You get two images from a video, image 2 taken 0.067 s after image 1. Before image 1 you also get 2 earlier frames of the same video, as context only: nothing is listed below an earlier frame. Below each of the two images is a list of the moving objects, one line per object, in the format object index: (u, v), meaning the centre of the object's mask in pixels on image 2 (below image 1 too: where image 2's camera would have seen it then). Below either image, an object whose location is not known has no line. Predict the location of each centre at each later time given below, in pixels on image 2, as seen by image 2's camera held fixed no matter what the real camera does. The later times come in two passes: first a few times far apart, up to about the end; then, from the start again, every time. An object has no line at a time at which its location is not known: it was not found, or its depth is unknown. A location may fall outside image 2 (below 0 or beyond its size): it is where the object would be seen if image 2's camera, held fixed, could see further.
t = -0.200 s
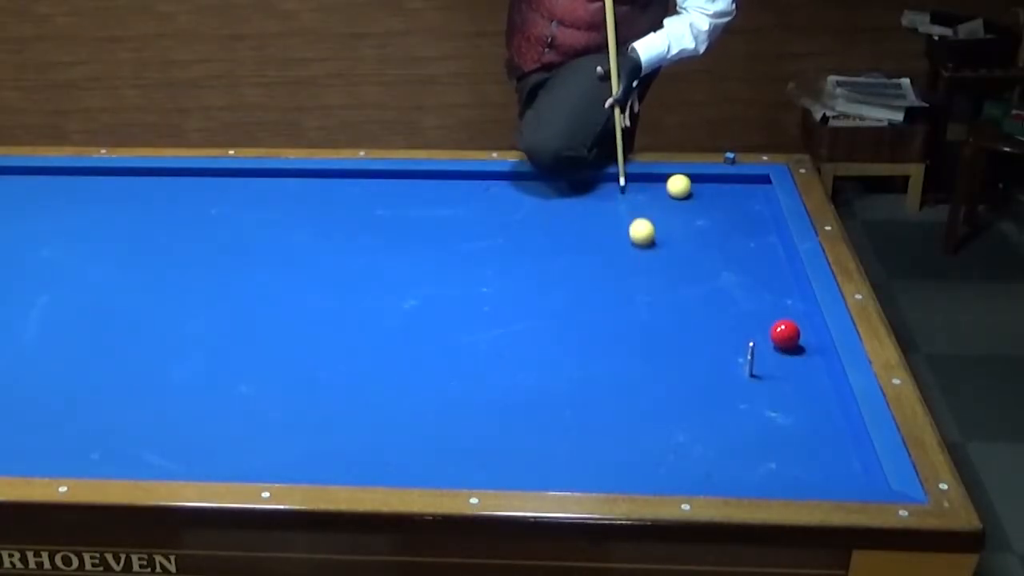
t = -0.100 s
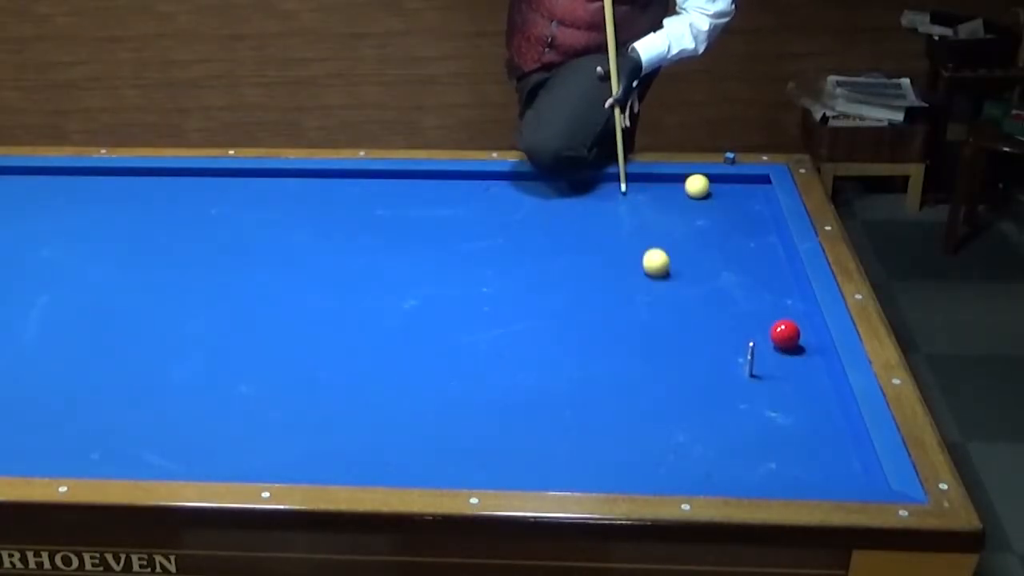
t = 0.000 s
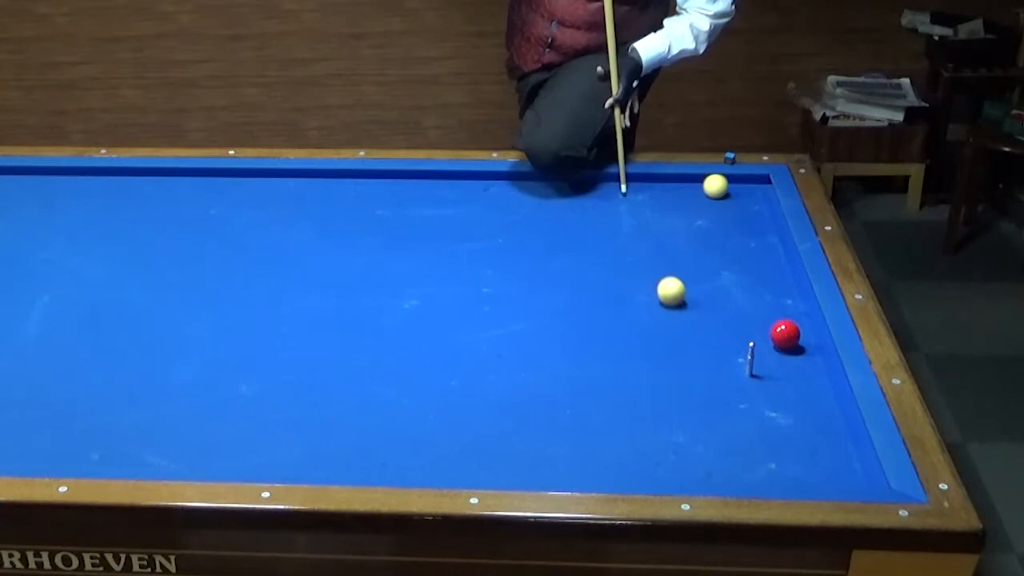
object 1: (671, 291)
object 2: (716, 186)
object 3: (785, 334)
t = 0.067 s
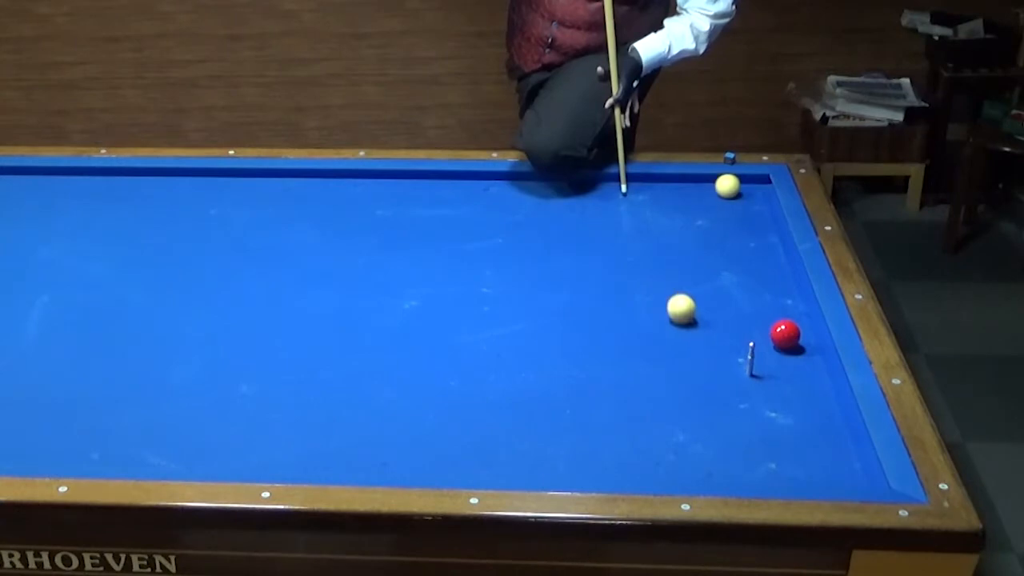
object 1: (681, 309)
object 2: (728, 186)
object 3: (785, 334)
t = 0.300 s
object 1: (718, 359)
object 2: (755, 186)
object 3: (785, 334)
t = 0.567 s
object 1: (756, 387)
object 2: (728, 185)
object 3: (785, 334)
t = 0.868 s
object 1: (789, 372)
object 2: (700, 184)
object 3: (785, 334)
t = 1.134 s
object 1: (813, 340)
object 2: (676, 184)
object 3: (771, 321)
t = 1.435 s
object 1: (766, 303)
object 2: (651, 184)
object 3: (739, 293)
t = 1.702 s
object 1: (743, 275)
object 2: (630, 184)
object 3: (703, 266)
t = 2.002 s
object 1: (720, 248)
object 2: (607, 183)
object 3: (666, 238)
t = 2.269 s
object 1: (702, 226)
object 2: (590, 182)
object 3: (637, 215)
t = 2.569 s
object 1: (683, 204)
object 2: (571, 181)
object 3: (607, 193)
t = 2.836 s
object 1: (667, 186)
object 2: (556, 181)
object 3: (585, 179)
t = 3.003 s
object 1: (658, 181)
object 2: (547, 181)
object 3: (577, 186)
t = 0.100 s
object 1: (686, 318)
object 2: (733, 186)
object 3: (785, 334)
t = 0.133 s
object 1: (691, 326)
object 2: (739, 186)
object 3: (785, 334)
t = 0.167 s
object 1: (697, 333)
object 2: (745, 186)
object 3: (785, 334)
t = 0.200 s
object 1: (702, 340)
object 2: (751, 186)
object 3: (785, 334)
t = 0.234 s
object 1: (707, 347)
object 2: (757, 186)
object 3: (785, 334)
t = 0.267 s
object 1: (712, 353)
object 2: (760, 186)
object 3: (785, 334)
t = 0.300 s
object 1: (718, 359)
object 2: (755, 186)
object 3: (785, 334)
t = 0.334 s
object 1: (723, 365)
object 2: (752, 186)
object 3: (785, 334)
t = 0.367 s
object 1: (728, 369)
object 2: (748, 185)
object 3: (785, 334)
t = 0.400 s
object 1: (733, 374)
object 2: (745, 185)
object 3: (785, 334)
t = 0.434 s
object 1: (738, 377)
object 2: (741, 185)
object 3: (785, 334)
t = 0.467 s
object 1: (743, 381)
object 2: (738, 185)
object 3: (785, 334)
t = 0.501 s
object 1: (747, 384)
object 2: (735, 185)
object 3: (785, 334)
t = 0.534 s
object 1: (752, 385)
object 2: (731, 185)
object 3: (785, 334)
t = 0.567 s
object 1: (756, 387)
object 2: (728, 185)
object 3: (785, 334)
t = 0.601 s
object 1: (761, 388)
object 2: (725, 185)
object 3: (785, 334)
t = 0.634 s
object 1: (765, 387)
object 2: (722, 185)
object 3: (785, 334)
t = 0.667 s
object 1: (769, 387)
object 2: (719, 185)
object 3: (785, 334)
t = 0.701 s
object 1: (773, 386)
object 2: (716, 185)
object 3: (785, 334)
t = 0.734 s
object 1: (776, 385)
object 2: (712, 185)
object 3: (785, 334)
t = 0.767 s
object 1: (780, 382)
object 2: (709, 185)
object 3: (785, 334)
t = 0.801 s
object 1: (783, 380)
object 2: (706, 185)
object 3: (785, 334)
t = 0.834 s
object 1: (786, 376)
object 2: (703, 184)
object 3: (785, 334)
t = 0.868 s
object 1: (789, 372)
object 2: (700, 184)
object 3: (785, 334)
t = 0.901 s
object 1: (792, 367)
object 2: (697, 184)
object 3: (785, 334)
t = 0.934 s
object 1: (795, 362)
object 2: (694, 184)
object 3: (785, 334)
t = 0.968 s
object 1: (797, 357)
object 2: (691, 184)
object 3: (784, 333)
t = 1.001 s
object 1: (799, 351)
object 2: (688, 184)
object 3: (783, 332)
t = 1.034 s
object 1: (804, 347)
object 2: (685, 184)
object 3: (781, 332)
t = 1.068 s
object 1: (811, 346)
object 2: (682, 184)
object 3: (778, 328)
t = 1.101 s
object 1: (818, 343)
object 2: (679, 184)
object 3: (774, 325)
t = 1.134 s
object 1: (813, 340)
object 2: (676, 184)
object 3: (771, 321)
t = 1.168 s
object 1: (806, 336)
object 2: (673, 184)
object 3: (768, 318)
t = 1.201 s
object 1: (799, 332)
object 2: (670, 184)
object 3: (765, 315)
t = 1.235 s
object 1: (794, 328)
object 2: (667, 184)
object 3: (761, 312)
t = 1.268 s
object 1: (788, 323)
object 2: (665, 184)
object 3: (758, 309)
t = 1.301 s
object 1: (782, 318)
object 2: (662, 183)
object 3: (755, 307)
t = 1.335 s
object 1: (777, 313)
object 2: (659, 184)
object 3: (752, 304)
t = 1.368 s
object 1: (773, 309)
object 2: (656, 183)
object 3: (747, 300)
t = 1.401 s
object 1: (770, 306)
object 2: (654, 183)
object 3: (743, 297)
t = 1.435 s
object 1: (766, 303)
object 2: (651, 184)
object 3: (739, 293)
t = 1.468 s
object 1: (763, 299)
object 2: (648, 184)
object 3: (734, 289)
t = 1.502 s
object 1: (760, 295)
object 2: (645, 183)
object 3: (730, 286)
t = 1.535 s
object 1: (757, 292)
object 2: (643, 184)
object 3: (725, 282)
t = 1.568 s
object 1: (754, 288)
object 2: (640, 183)
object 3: (720, 278)
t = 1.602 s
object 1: (752, 285)
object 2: (637, 183)
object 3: (716, 275)
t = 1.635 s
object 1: (749, 282)
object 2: (635, 184)
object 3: (711, 272)
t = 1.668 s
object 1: (746, 279)
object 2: (632, 184)
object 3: (707, 269)
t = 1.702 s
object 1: (743, 275)
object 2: (630, 184)
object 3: (703, 266)
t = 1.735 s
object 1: (741, 272)
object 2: (627, 183)
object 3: (698, 262)
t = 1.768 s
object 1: (738, 269)
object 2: (625, 183)
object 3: (694, 259)
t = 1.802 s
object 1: (735, 266)
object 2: (622, 183)
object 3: (690, 256)
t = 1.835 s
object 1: (733, 263)
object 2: (619, 183)
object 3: (686, 253)
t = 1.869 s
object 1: (730, 260)
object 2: (617, 183)
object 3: (682, 249)
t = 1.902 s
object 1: (727, 257)
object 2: (614, 183)
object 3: (678, 247)
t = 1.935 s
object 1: (725, 254)
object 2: (612, 183)
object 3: (674, 244)
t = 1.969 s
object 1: (723, 251)
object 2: (610, 183)
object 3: (670, 240)
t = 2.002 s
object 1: (720, 248)
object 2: (607, 183)
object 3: (666, 238)
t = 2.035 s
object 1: (717, 245)
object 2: (605, 183)
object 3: (663, 235)
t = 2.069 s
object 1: (715, 242)
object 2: (603, 183)
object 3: (659, 232)
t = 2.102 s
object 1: (713, 240)
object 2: (601, 182)
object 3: (655, 229)
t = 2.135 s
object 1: (710, 237)
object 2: (598, 182)
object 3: (652, 226)
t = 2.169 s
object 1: (708, 234)
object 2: (596, 182)
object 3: (648, 224)
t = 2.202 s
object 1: (706, 231)
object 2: (594, 182)
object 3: (644, 221)
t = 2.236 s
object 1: (704, 229)
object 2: (592, 182)
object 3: (641, 218)
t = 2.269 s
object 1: (702, 226)
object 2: (590, 182)
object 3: (637, 215)
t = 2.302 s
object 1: (699, 224)
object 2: (587, 182)
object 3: (634, 213)
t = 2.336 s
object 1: (697, 221)
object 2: (585, 182)
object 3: (630, 210)
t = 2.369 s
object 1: (695, 219)
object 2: (583, 182)
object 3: (627, 208)
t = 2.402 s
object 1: (693, 216)
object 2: (581, 181)
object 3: (624, 205)
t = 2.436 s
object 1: (691, 214)
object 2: (579, 181)
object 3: (620, 203)
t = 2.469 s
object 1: (689, 211)
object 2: (577, 181)
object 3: (617, 200)
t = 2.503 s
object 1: (687, 209)
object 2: (575, 181)
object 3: (614, 198)
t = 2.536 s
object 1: (685, 206)
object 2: (573, 181)
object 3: (610, 195)
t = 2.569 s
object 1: (683, 204)
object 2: (571, 181)
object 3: (607, 193)
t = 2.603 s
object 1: (681, 202)
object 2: (569, 181)
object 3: (604, 190)
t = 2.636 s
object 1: (679, 199)
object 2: (567, 181)
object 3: (601, 188)
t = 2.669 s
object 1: (677, 197)
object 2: (565, 181)
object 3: (598, 185)
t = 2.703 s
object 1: (675, 195)
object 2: (563, 181)
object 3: (595, 184)
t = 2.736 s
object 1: (673, 193)
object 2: (561, 181)
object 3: (591, 181)
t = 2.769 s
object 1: (671, 190)
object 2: (560, 181)
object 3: (589, 179)
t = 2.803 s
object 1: (669, 188)
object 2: (558, 180)
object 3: (586, 179)
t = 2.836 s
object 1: (667, 186)
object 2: (556, 181)
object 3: (585, 179)
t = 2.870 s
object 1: (666, 184)
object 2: (554, 181)
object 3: (583, 181)
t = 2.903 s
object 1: (664, 181)
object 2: (552, 181)
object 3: (581, 182)
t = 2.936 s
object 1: (662, 180)
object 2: (551, 181)
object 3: (580, 184)
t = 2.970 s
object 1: (660, 179)
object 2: (549, 181)
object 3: (578, 185)
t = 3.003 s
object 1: (658, 181)
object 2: (547, 181)
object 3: (577, 186)
